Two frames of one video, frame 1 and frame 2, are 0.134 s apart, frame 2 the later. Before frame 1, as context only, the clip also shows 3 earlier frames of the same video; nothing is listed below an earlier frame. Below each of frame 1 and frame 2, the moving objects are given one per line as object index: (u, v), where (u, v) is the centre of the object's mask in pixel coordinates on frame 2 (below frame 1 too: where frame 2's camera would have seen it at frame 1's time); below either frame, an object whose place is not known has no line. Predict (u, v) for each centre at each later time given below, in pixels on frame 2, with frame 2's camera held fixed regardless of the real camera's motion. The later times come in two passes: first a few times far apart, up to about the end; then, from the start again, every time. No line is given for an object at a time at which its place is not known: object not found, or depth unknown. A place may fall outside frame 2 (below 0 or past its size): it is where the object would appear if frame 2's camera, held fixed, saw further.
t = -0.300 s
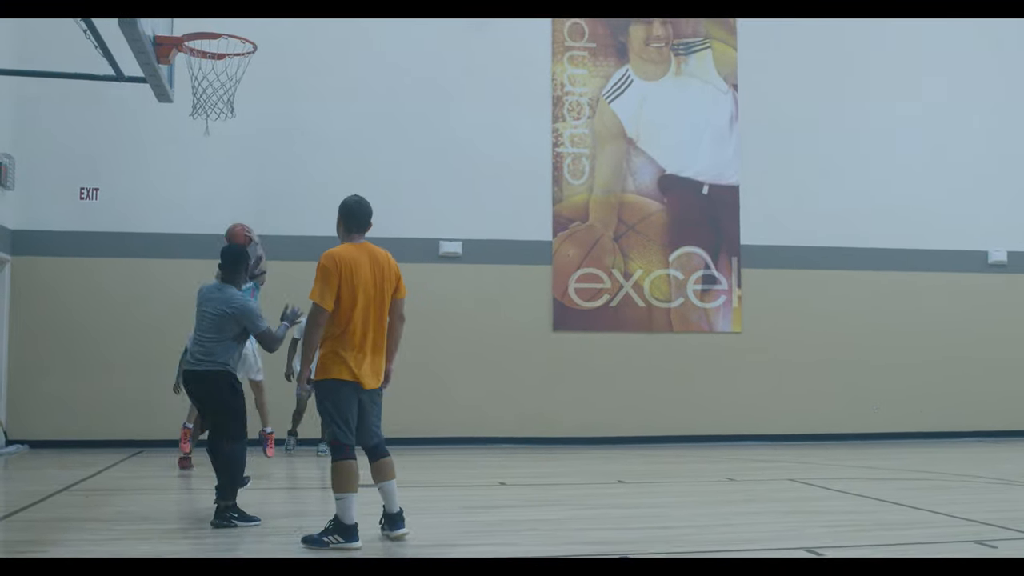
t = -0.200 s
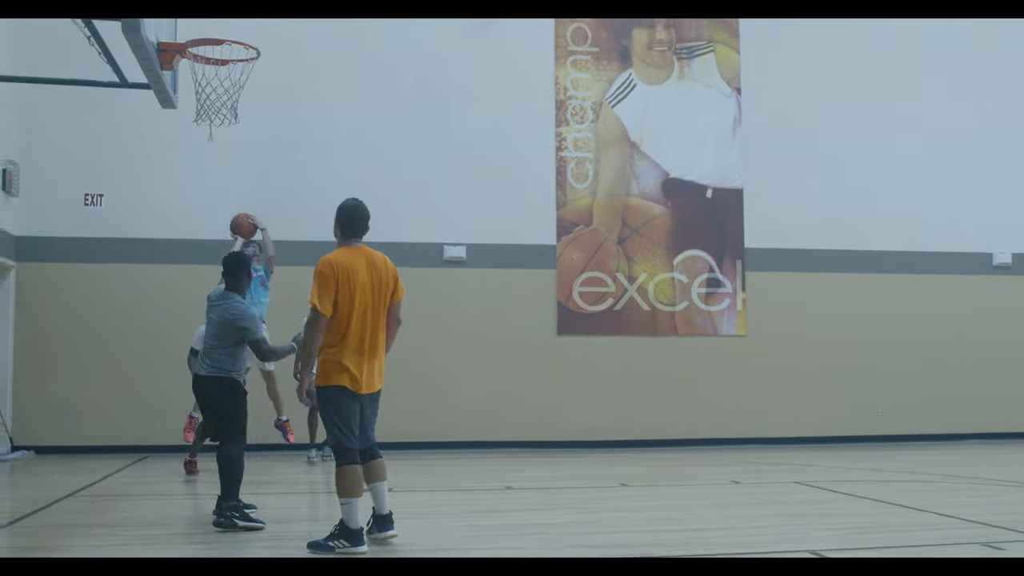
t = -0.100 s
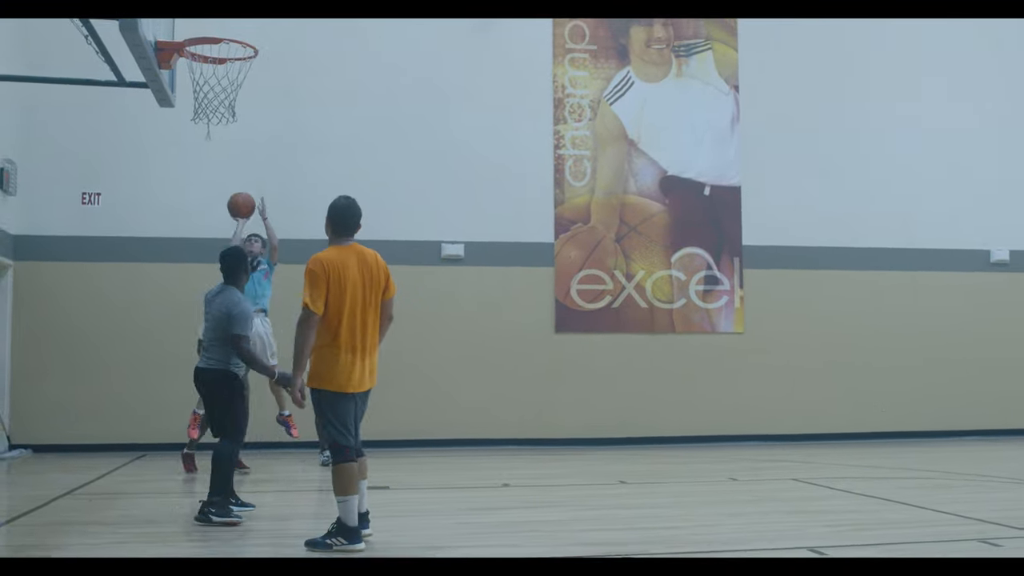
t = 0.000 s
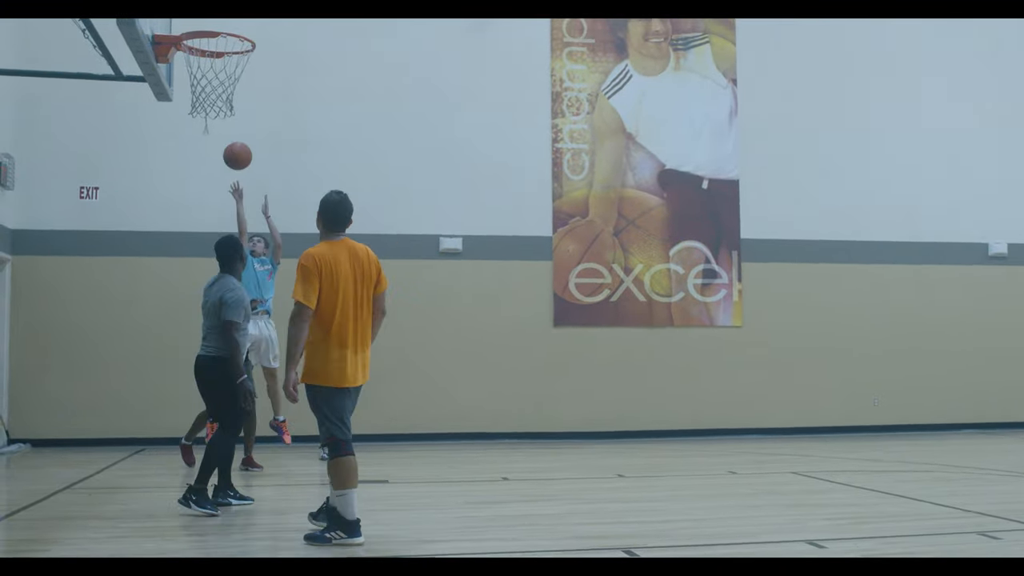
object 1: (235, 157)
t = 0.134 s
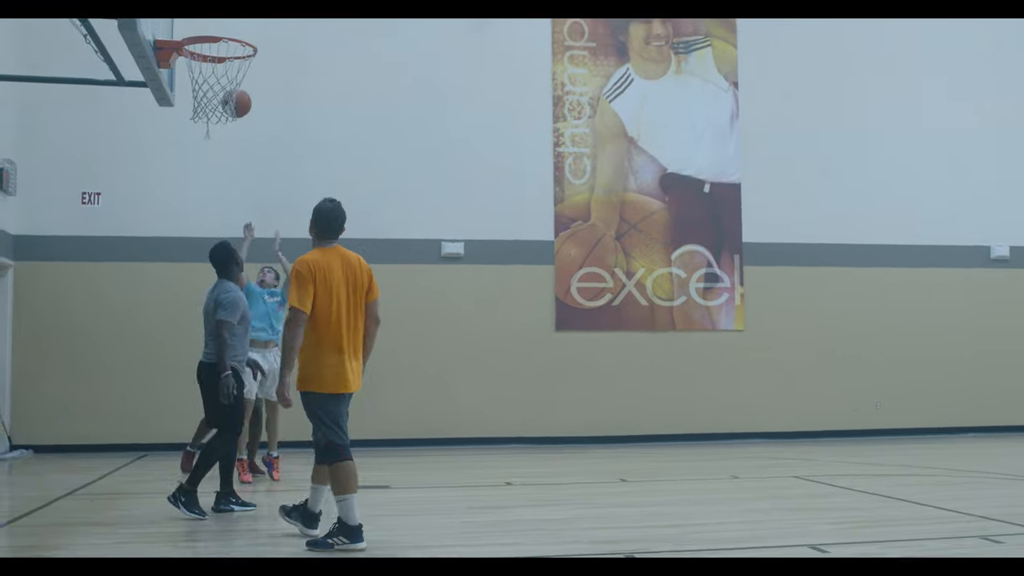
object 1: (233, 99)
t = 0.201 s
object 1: (231, 78)
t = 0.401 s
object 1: (229, 31)
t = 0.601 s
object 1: (220, 37)
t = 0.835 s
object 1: (224, 7)
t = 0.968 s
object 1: (226, 14)
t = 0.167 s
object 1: (231, 87)
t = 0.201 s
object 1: (231, 78)
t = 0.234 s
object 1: (233, 71)
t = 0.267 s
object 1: (231, 52)
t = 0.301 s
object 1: (230, 49)
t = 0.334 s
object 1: (226, 42)
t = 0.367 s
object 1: (228, 35)
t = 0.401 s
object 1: (229, 31)
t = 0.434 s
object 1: (227, 30)
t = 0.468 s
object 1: (227, 29)
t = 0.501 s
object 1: (226, 29)
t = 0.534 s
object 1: (224, 30)
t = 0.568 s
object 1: (222, 42)
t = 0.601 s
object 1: (220, 37)
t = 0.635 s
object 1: (222, 25)
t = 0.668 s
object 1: (222, 21)
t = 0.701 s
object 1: (223, 16)
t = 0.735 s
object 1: (224, 13)
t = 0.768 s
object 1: (224, 11)
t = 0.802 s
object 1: (224, 9)
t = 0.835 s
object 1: (224, 7)
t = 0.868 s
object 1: (225, 7)
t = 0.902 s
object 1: (225, 10)
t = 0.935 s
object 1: (226, 12)
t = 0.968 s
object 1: (226, 14)
